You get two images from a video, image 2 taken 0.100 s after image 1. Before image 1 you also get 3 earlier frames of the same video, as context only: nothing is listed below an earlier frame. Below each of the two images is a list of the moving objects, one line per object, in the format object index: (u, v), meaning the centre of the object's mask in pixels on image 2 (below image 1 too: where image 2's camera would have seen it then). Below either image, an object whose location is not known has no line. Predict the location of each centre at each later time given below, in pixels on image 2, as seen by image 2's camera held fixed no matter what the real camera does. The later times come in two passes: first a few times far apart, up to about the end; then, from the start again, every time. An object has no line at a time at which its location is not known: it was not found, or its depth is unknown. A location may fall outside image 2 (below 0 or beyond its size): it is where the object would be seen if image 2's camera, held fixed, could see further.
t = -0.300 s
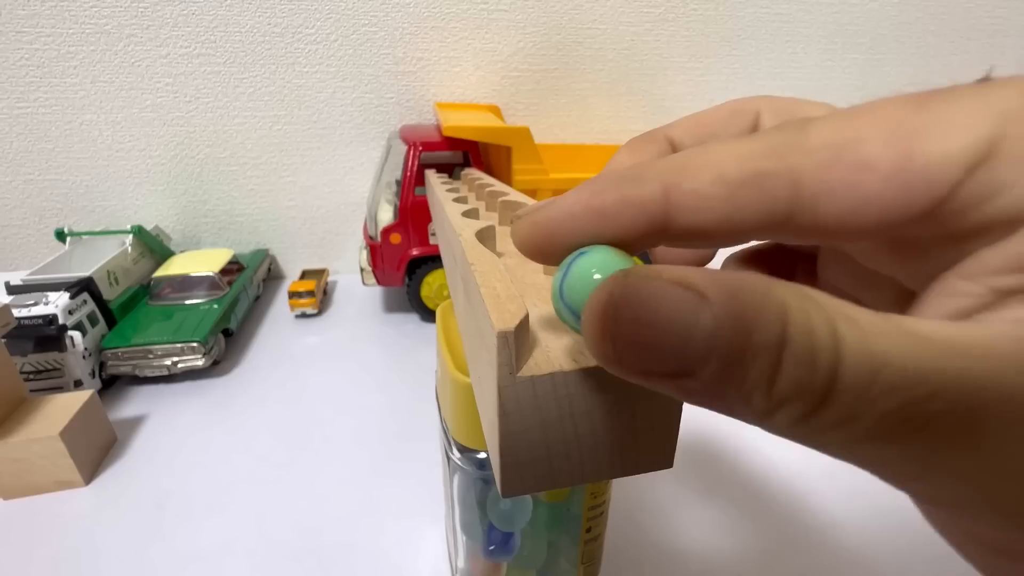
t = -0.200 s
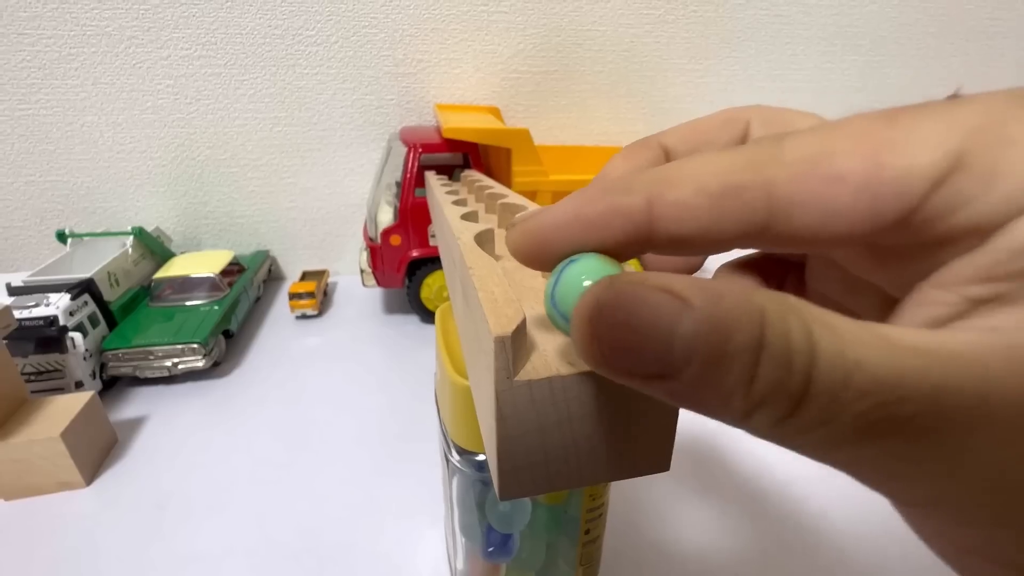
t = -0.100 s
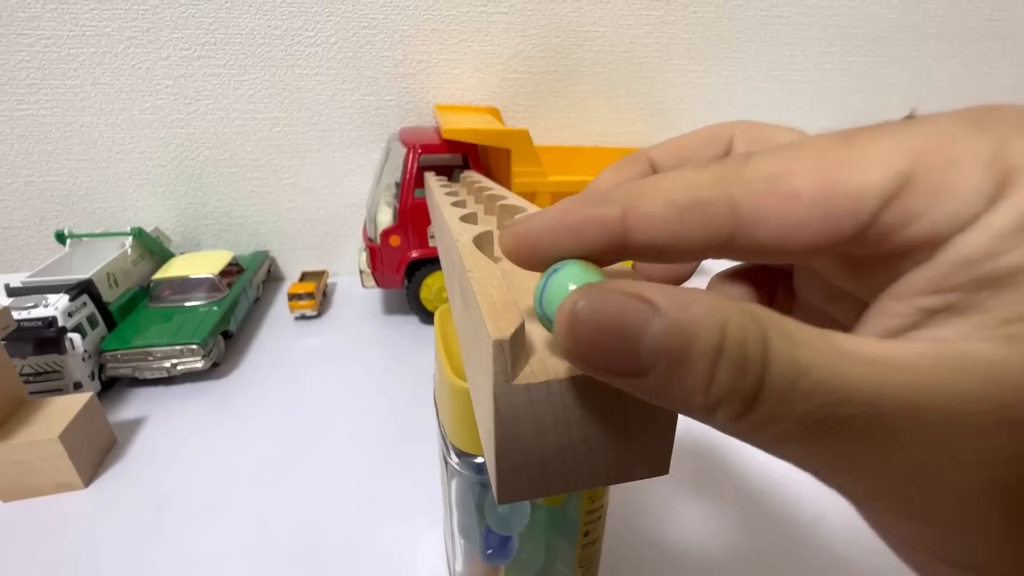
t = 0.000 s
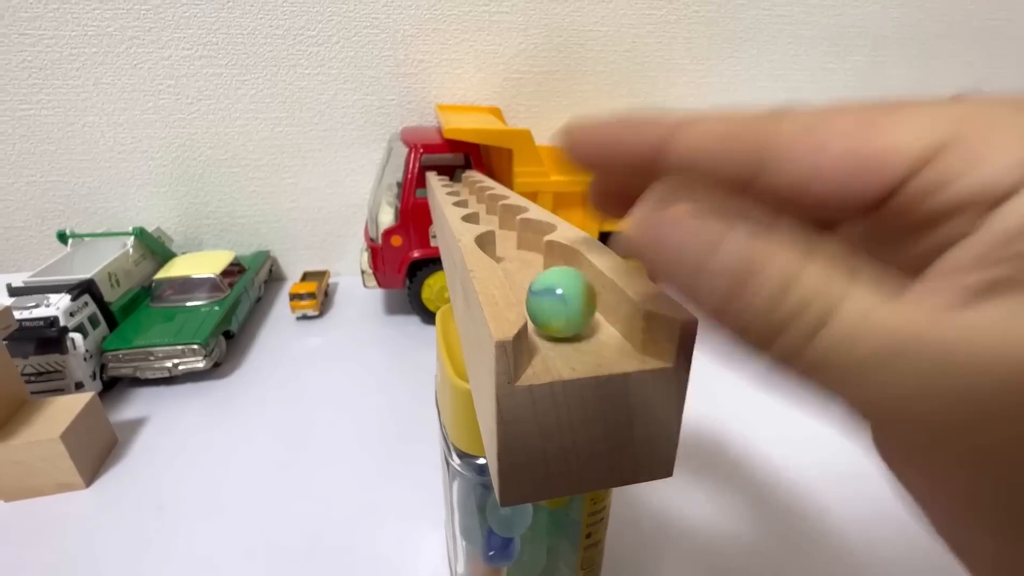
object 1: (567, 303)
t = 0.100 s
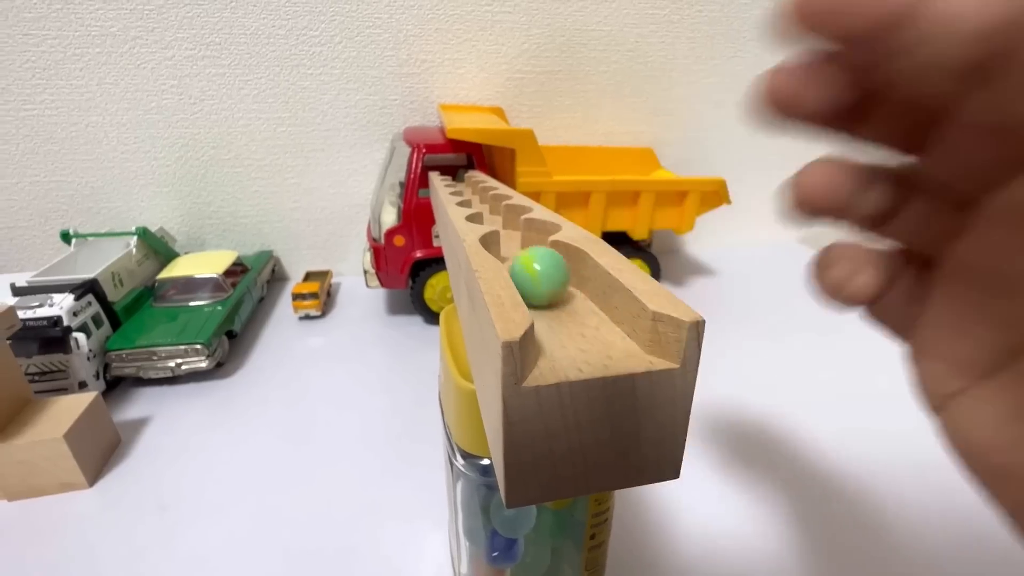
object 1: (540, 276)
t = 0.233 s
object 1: (529, 246)
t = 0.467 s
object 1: (496, 222)
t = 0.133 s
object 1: (531, 266)
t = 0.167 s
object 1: (521, 257)
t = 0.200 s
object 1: (513, 249)
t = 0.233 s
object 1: (529, 246)
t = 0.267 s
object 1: (532, 241)
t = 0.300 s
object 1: (529, 237)
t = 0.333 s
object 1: (519, 234)
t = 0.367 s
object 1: (508, 231)
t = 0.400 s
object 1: (493, 224)
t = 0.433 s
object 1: (494, 223)
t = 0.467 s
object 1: (496, 222)
